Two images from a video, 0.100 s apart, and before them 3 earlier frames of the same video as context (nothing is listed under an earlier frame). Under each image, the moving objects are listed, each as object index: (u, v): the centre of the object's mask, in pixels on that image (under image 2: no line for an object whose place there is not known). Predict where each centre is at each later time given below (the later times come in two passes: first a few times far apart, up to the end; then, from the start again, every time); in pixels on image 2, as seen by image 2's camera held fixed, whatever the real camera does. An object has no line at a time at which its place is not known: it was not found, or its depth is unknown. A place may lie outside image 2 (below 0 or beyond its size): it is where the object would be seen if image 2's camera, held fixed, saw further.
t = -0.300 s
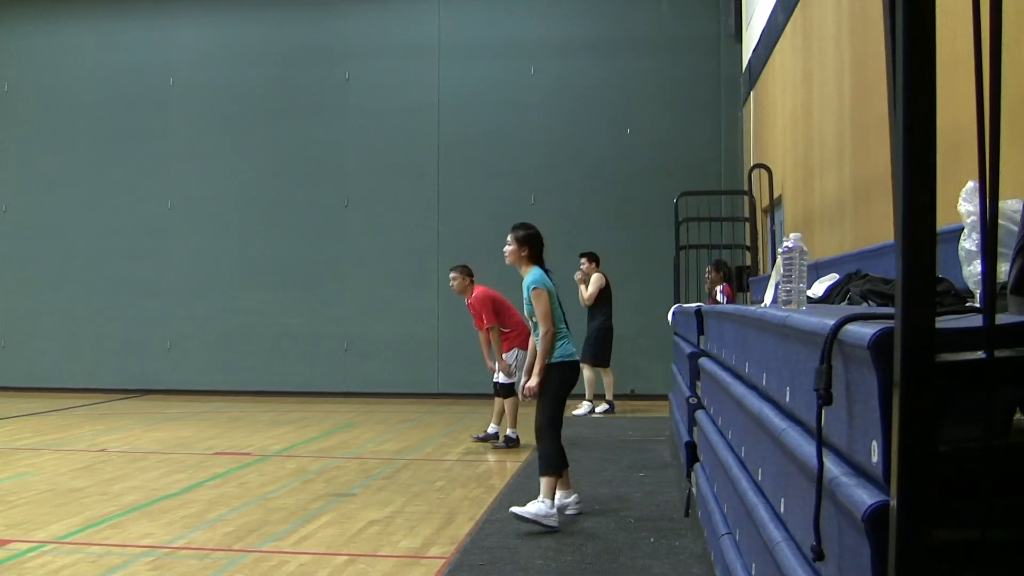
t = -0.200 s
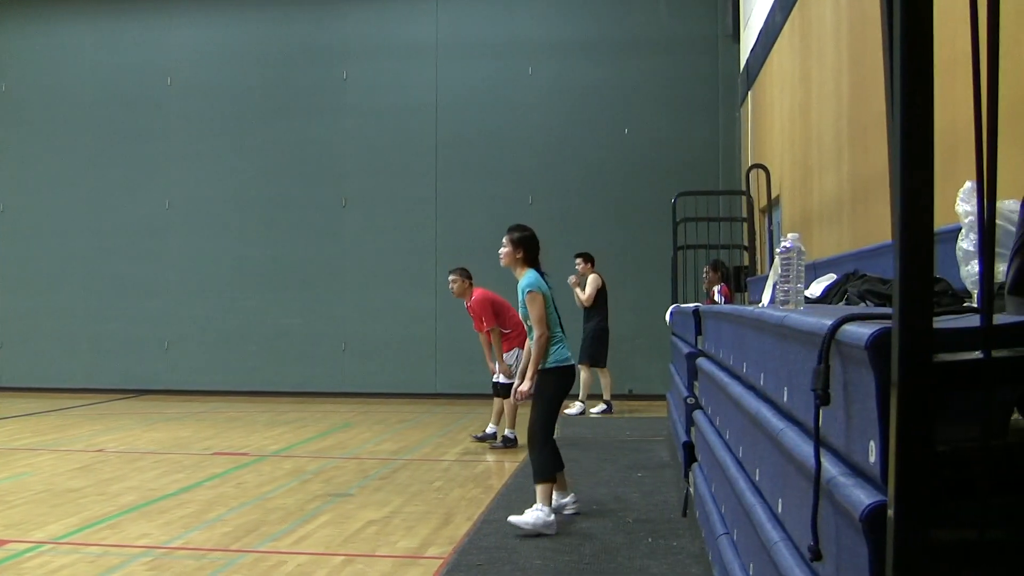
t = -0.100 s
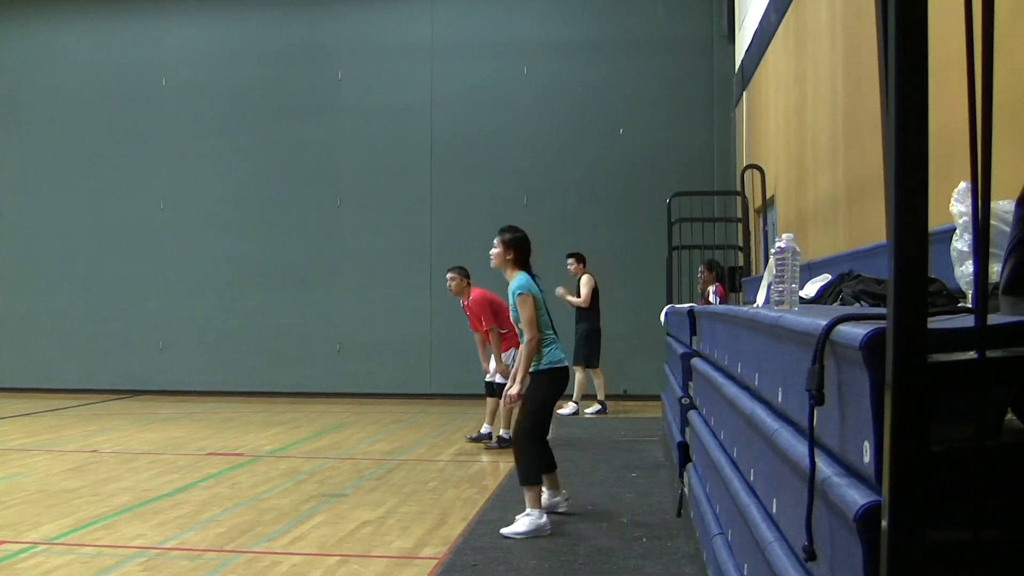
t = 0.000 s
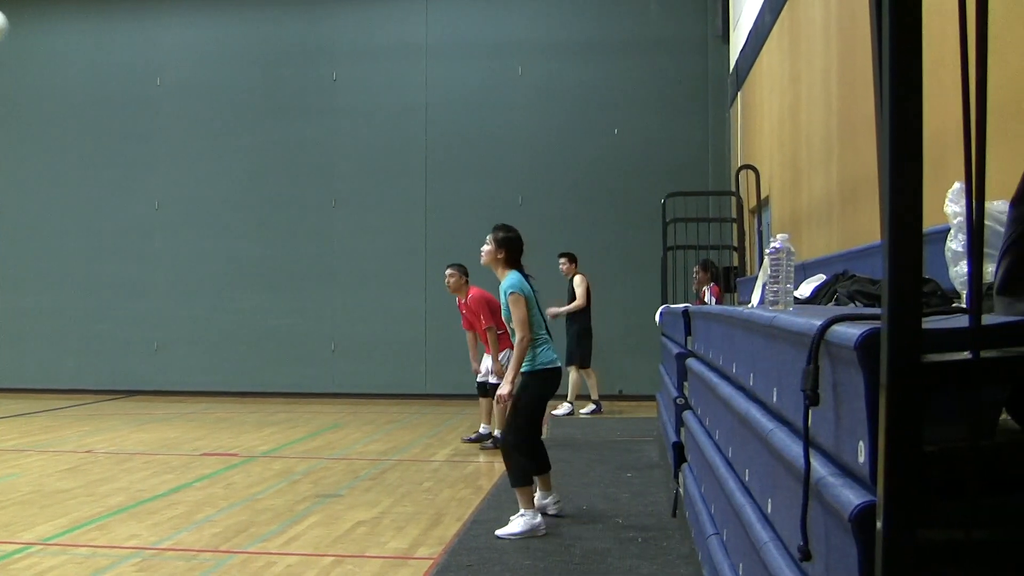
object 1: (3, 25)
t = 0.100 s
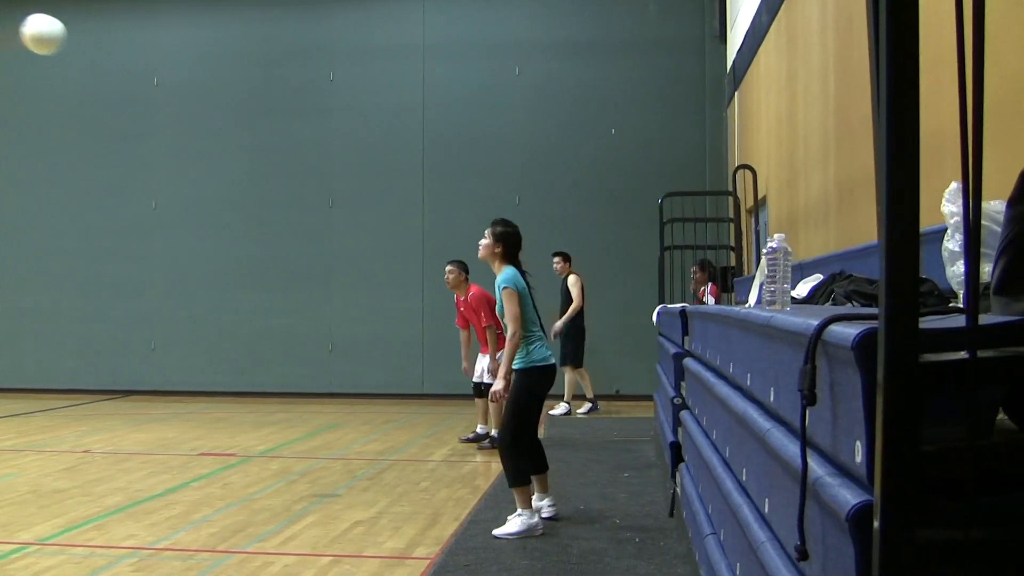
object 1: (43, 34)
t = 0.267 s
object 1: (131, 83)
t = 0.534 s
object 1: (240, 230)
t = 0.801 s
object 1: (319, 431)
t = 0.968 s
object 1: (341, 386)
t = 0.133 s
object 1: (62, 41)
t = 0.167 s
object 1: (80, 49)
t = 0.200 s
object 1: (98, 59)
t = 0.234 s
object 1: (115, 71)
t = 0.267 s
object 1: (131, 83)
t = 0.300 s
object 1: (147, 98)
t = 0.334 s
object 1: (161, 113)
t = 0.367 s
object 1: (176, 129)
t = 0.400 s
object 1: (190, 148)
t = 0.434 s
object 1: (203, 167)
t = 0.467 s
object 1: (216, 187)
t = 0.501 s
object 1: (228, 208)
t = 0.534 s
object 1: (240, 230)
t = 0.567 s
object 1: (251, 253)
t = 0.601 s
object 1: (262, 277)
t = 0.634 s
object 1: (272, 302)
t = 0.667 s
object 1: (283, 327)
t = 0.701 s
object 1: (293, 353)
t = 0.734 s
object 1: (303, 379)
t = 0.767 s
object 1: (311, 406)
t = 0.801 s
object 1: (319, 431)
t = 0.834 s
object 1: (329, 450)
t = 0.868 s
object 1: (331, 431)
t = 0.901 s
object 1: (334, 414)
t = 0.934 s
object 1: (338, 400)
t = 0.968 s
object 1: (341, 386)
